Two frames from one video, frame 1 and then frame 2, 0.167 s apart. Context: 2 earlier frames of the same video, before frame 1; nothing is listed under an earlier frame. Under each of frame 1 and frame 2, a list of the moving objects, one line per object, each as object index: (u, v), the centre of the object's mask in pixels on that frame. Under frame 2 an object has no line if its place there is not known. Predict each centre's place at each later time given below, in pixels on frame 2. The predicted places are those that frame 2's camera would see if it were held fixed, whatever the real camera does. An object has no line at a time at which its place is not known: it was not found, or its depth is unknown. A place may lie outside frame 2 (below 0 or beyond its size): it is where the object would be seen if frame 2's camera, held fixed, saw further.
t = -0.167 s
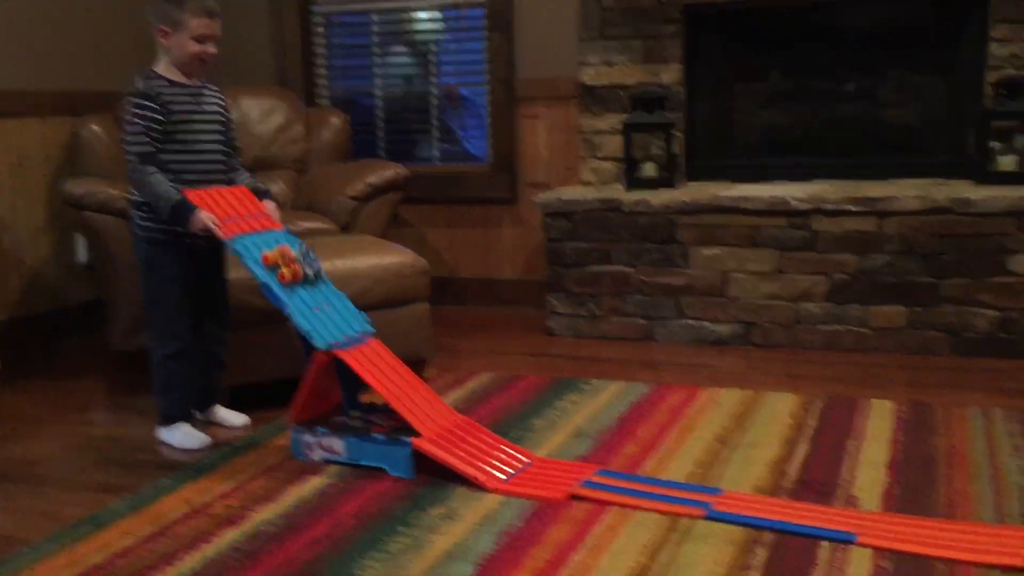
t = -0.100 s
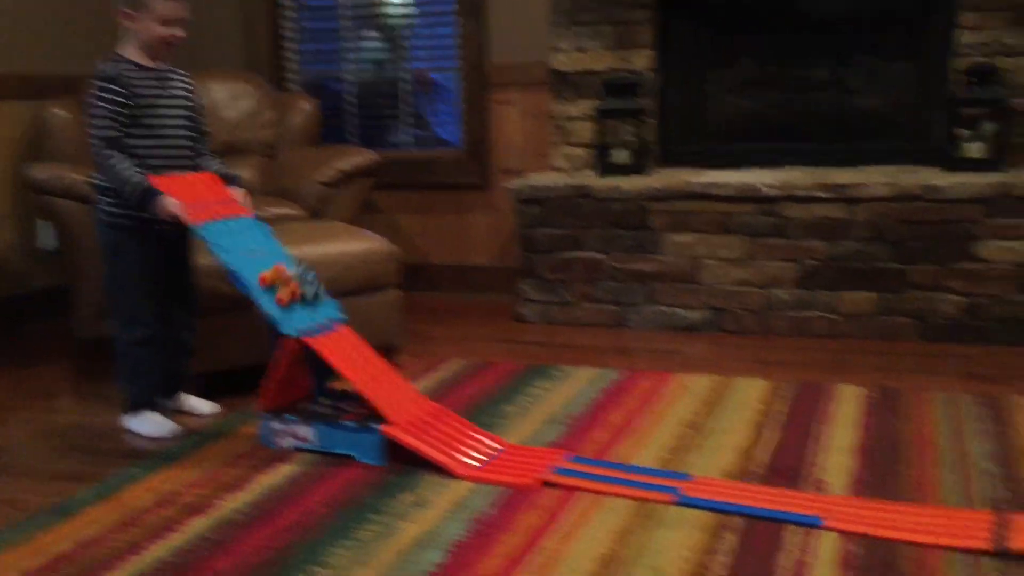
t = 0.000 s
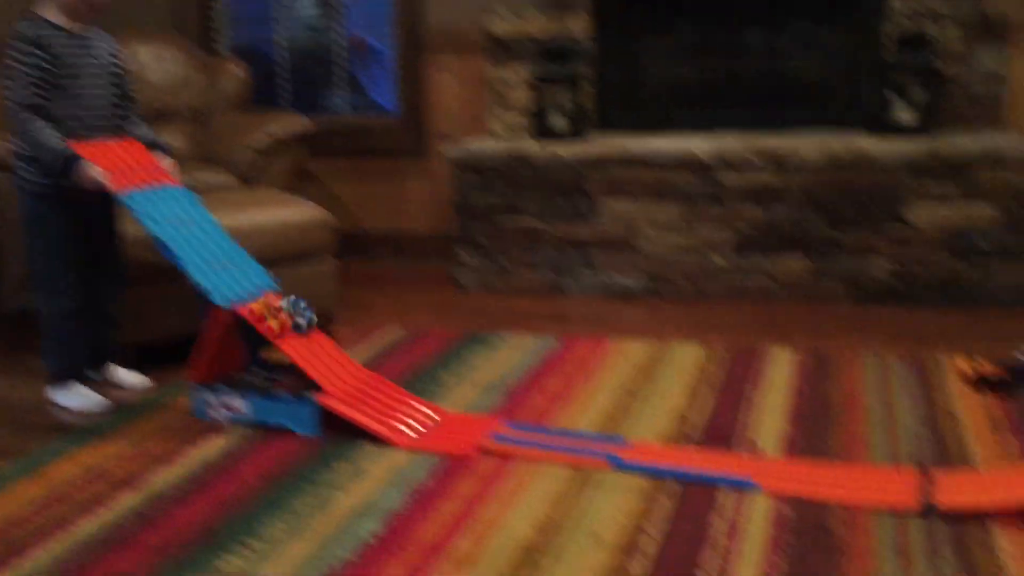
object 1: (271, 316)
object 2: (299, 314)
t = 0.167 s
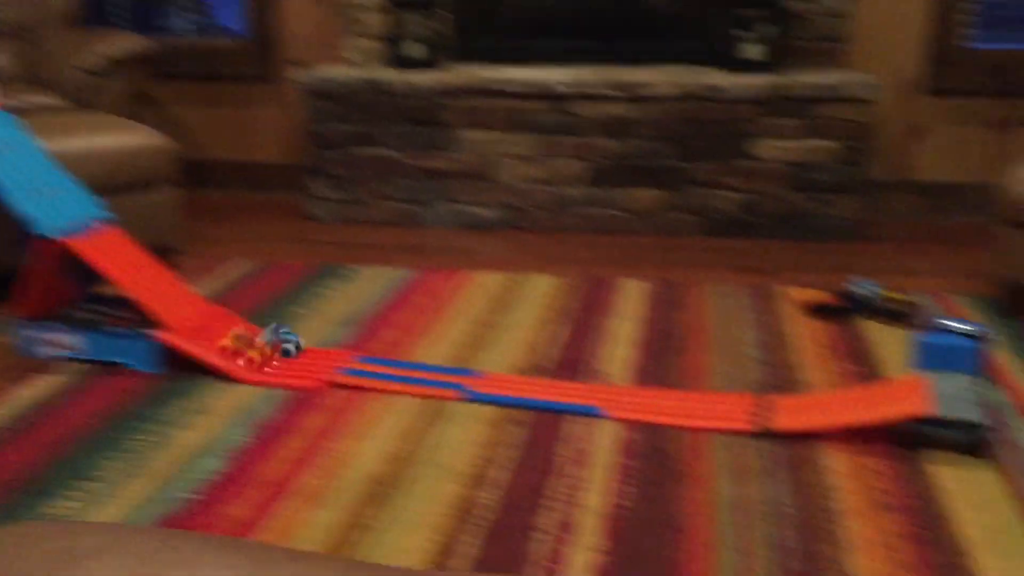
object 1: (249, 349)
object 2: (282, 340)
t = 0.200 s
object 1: (277, 357)
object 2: (316, 345)
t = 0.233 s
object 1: (308, 360)
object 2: (345, 349)
